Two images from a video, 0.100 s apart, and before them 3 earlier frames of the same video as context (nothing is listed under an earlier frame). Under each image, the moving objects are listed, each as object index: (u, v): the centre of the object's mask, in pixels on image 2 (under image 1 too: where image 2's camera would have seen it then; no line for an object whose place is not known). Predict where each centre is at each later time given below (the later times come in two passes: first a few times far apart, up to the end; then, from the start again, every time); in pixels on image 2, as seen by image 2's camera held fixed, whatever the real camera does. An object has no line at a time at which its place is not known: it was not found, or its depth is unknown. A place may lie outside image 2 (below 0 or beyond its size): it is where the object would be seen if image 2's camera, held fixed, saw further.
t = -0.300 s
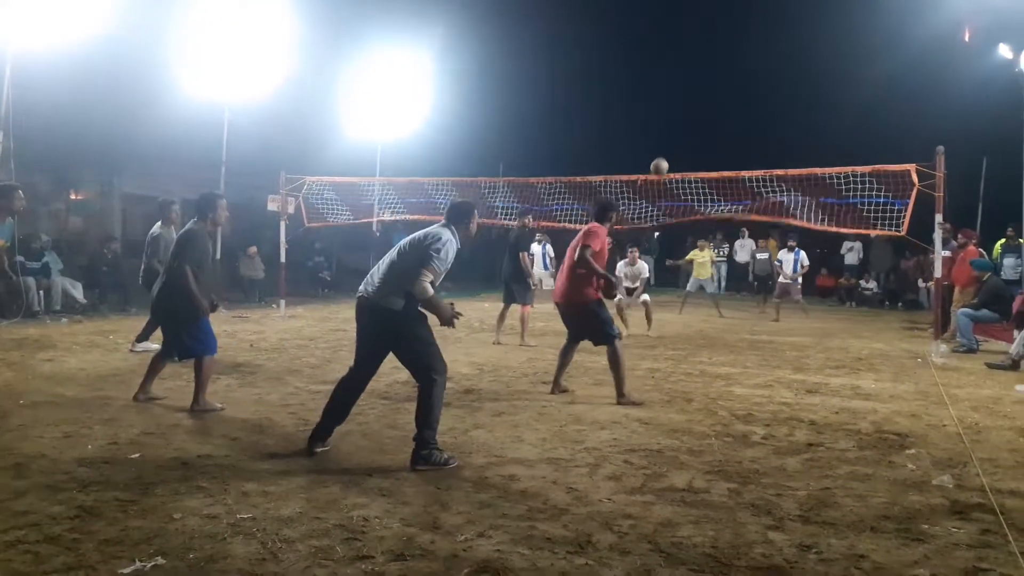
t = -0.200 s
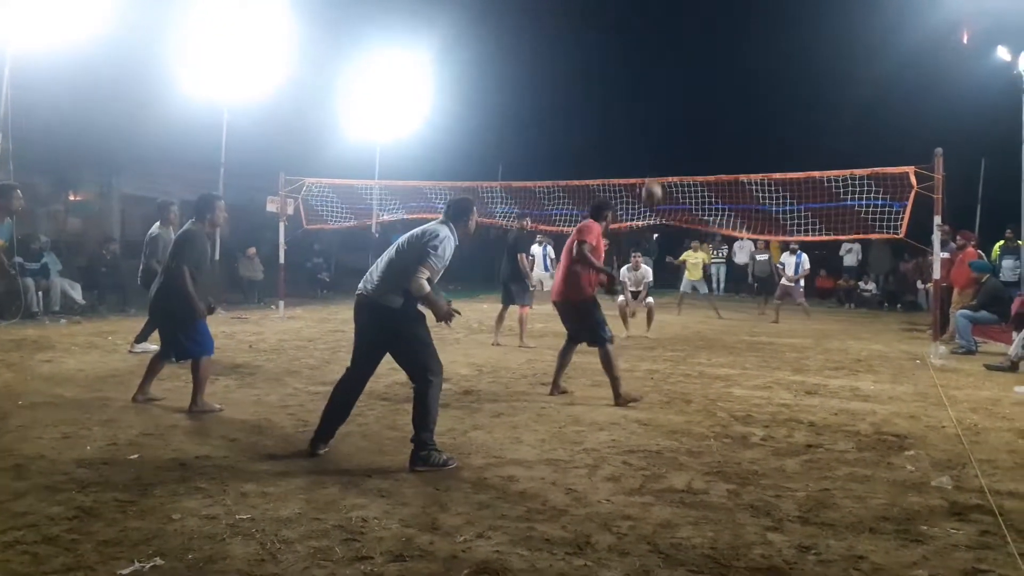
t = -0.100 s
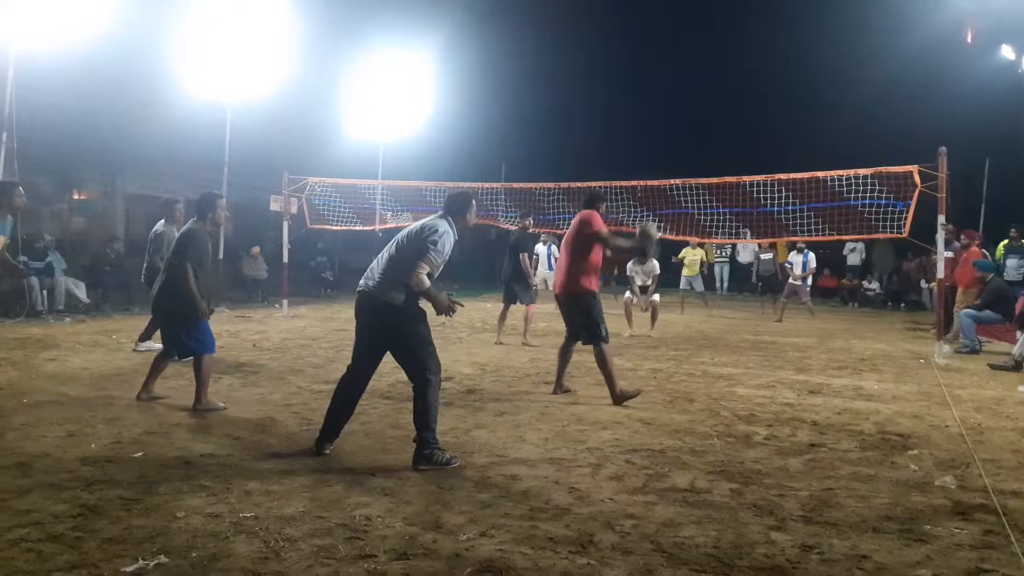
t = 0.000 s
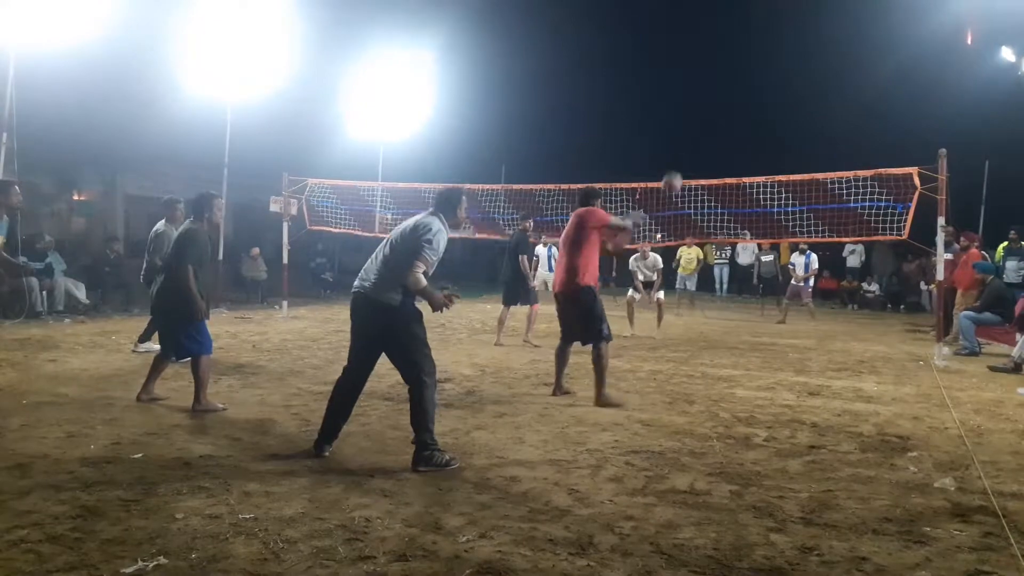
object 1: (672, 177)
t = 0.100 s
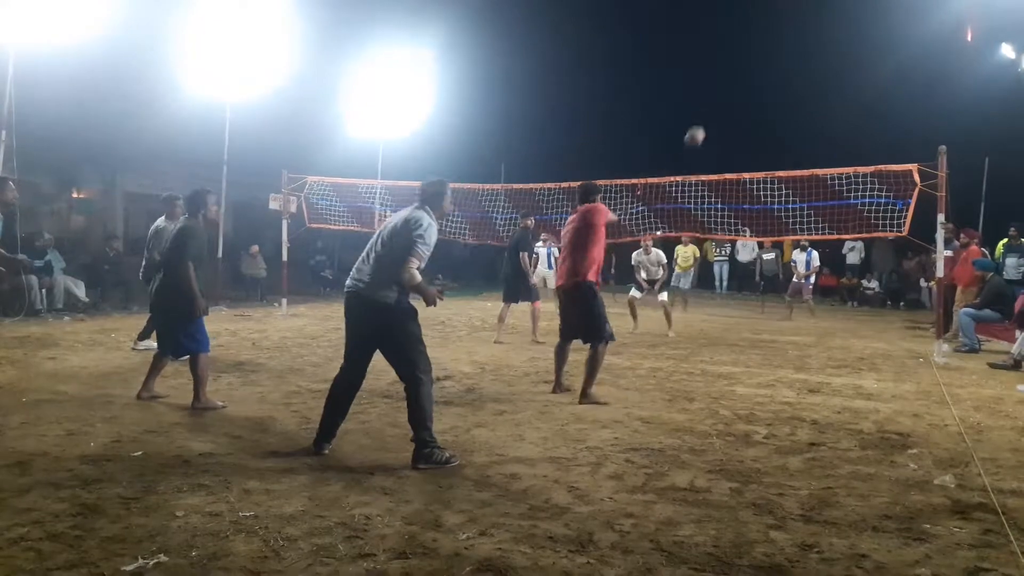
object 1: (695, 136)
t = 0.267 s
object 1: (724, 100)
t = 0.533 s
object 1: (753, 104)
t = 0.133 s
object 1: (702, 125)
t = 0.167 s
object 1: (708, 117)
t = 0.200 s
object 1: (714, 110)
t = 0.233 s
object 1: (719, 104)
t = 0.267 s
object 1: (724, 100)
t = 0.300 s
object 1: (729, 98)
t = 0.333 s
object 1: (733, 96)
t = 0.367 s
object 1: (737, 95)
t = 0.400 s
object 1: (740, 95)
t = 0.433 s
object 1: (743, 96)
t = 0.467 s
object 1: (747, 98)
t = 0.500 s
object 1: (750, 100)
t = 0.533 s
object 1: (753, 104)
